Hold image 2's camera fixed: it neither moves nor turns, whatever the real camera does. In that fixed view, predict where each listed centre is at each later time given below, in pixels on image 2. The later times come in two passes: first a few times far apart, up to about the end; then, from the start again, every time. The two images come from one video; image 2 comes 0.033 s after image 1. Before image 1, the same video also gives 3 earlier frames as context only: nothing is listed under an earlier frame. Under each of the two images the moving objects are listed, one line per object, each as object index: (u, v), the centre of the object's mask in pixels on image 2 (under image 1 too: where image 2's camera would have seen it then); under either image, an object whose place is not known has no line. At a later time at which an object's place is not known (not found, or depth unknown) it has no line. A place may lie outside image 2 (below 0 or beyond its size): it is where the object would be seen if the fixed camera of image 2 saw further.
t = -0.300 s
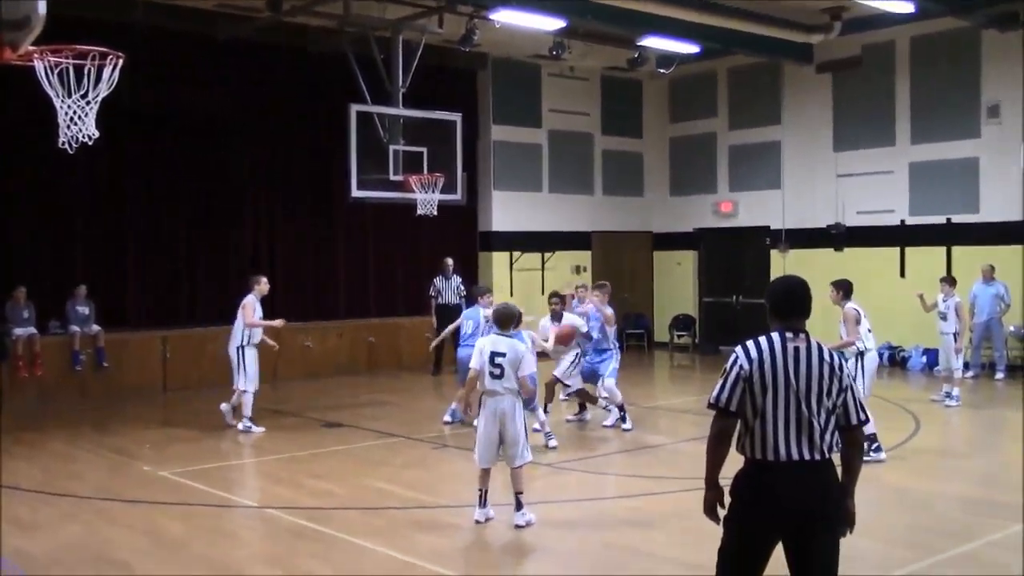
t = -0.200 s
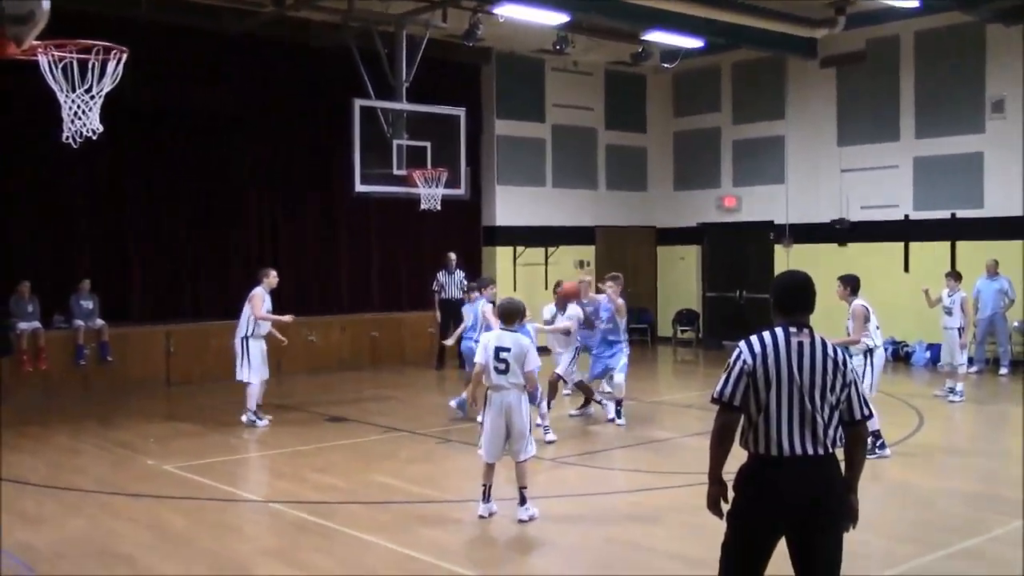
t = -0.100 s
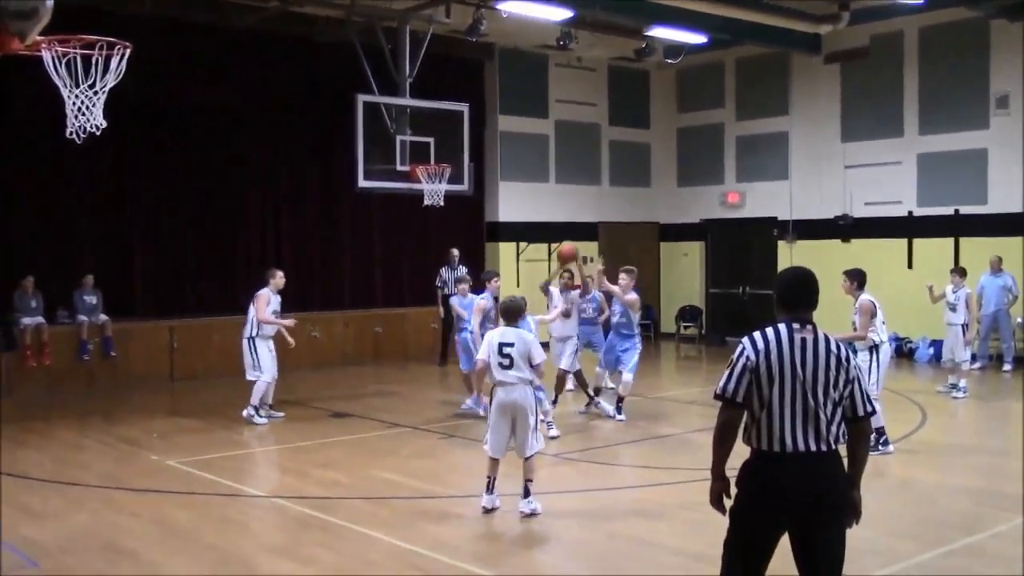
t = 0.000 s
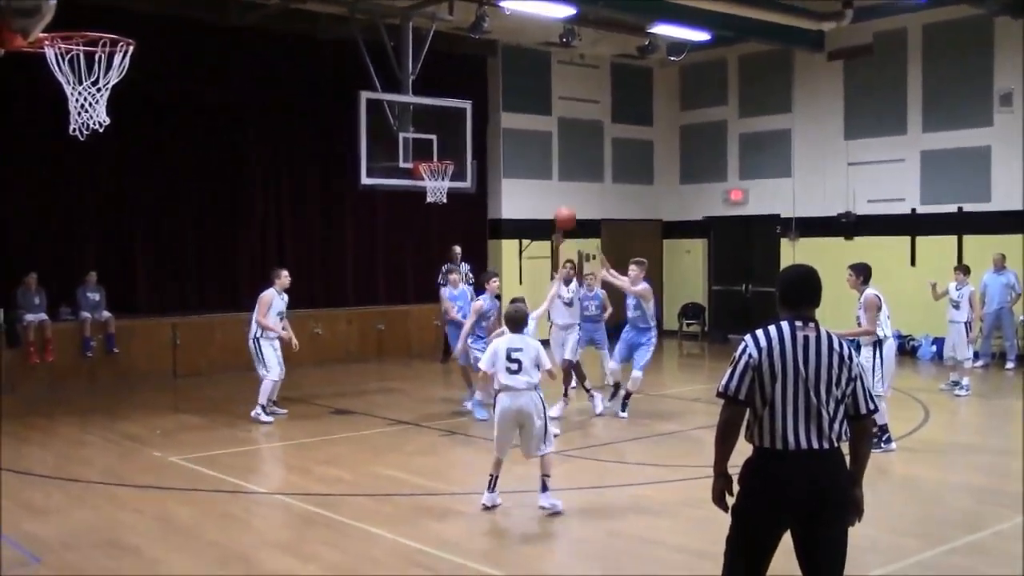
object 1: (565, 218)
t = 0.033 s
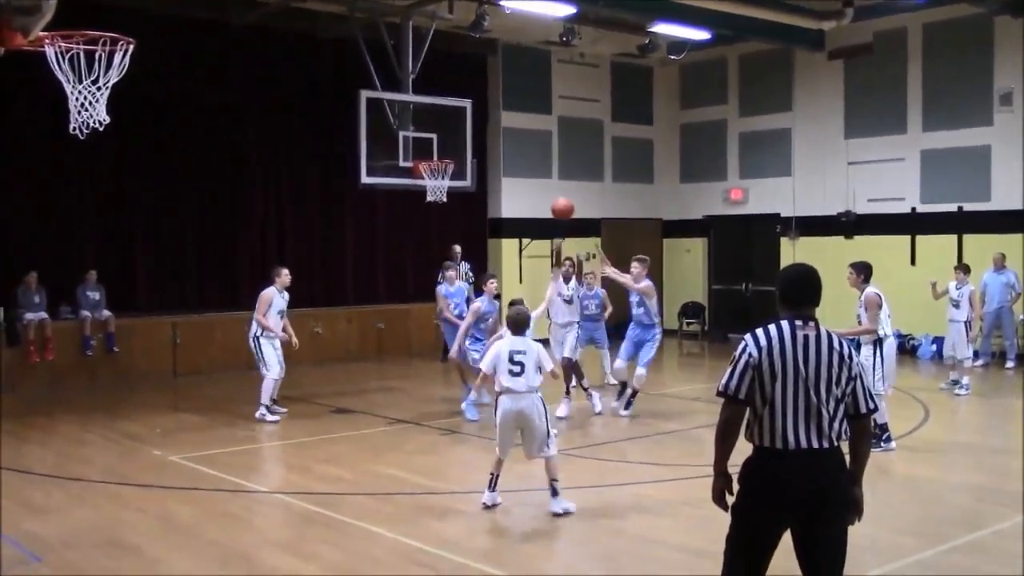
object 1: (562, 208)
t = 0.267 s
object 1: (544, 176)
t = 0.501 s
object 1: (520, 200)
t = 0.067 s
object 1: (560, 201)
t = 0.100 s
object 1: (557, 195)
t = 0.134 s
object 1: (555, 189)
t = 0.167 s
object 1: (552, 184)
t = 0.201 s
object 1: (549, 180)
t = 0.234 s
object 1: (547, 177)
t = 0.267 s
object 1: (544, 176)
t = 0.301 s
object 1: (541, 175)
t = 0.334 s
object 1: (537, 176)
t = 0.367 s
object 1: (534, 177)
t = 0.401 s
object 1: (531, 181)
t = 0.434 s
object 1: (527, 185)
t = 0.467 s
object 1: (523, 191)
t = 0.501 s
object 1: (520, 200)
